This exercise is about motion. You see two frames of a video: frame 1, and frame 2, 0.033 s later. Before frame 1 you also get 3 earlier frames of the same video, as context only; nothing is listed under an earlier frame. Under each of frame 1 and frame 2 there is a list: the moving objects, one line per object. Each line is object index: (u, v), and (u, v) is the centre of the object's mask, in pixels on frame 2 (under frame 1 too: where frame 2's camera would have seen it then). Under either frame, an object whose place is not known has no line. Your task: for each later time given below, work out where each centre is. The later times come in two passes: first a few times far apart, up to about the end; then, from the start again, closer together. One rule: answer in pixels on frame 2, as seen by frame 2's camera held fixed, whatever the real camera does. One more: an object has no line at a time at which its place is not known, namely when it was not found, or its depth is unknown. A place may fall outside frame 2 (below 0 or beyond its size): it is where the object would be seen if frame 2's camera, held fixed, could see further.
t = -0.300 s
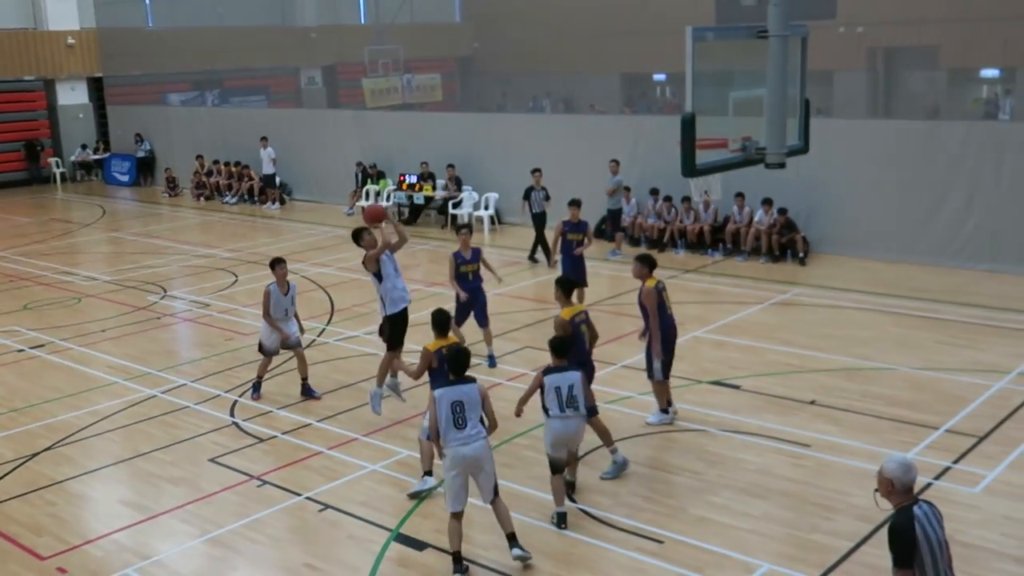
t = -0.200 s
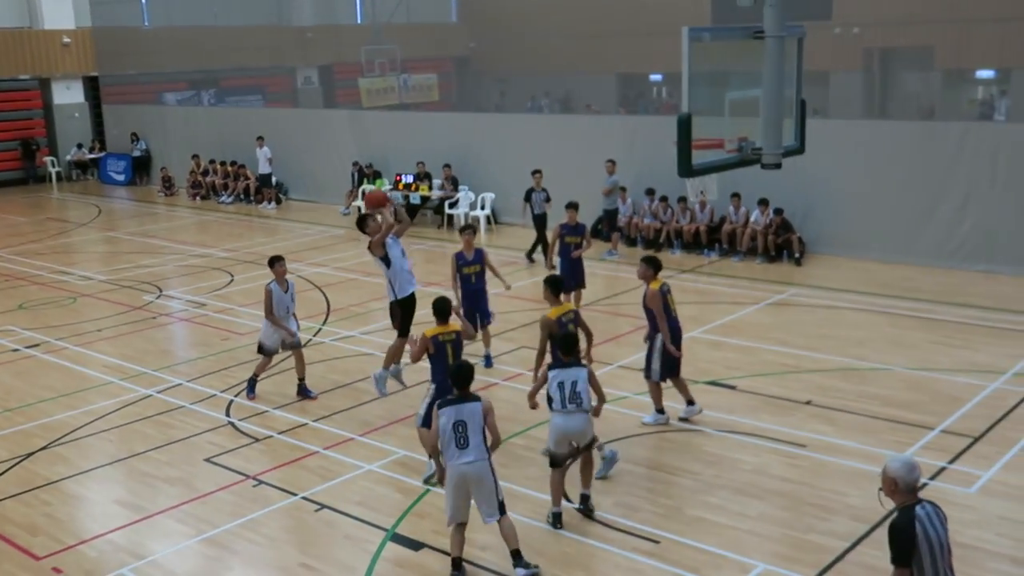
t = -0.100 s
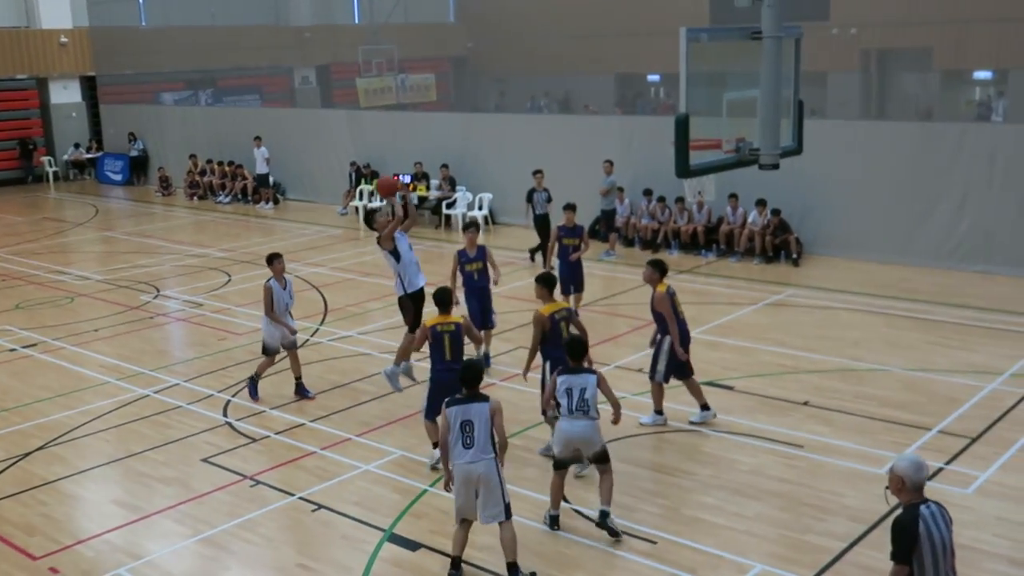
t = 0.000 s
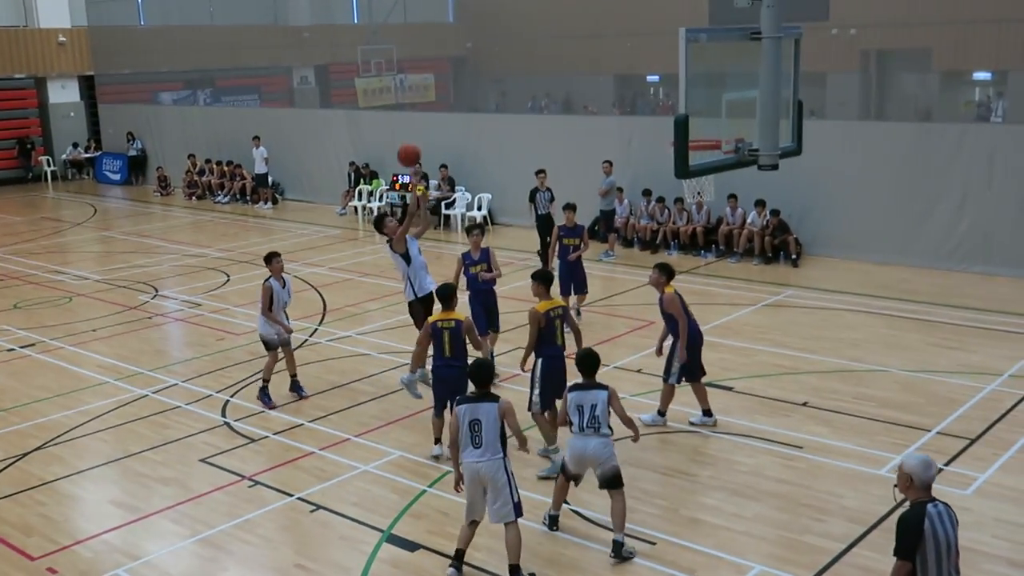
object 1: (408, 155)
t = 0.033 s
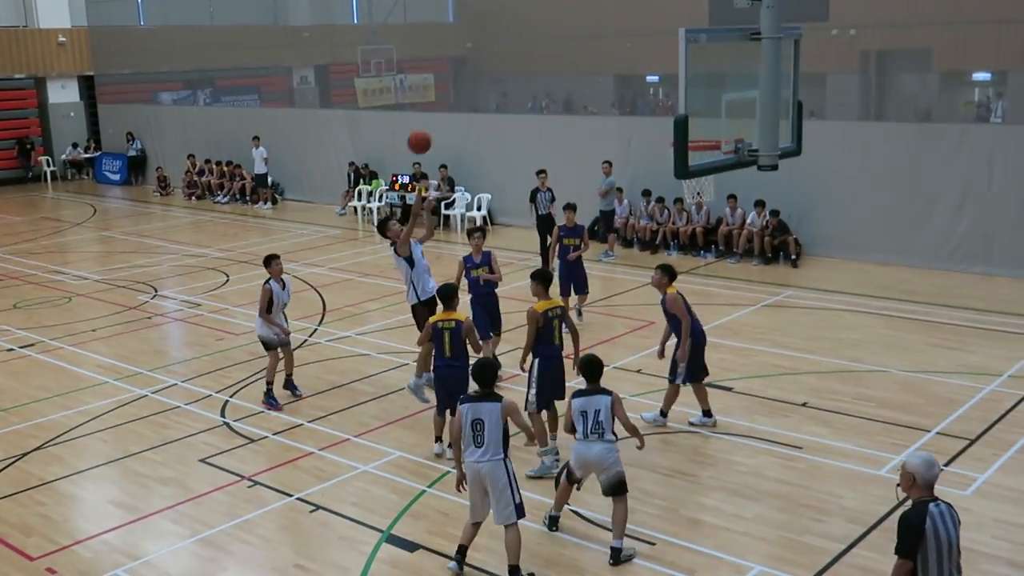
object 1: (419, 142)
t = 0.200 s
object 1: (476, 87)
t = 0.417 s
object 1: (560, 53)
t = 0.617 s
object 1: (644, 65)
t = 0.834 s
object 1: (729, 129)
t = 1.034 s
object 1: (675, 97)
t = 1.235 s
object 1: (631, 112)
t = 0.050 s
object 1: (425, 136)
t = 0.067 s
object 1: (430, 129)
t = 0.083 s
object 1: (436, 124)
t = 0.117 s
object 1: (447, 112)
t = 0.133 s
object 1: (453, 106)
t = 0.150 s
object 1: (458, 101)
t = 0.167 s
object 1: (465, 96)
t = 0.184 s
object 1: (471, 91)
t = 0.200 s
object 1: (476, 87)
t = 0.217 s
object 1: (482, 83)
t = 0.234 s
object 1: (489, 79)
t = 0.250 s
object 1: (495, 75)
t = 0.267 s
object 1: (501, 72)
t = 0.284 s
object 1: (507, 68)
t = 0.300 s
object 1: (513, 66)
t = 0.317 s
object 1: (520, 63)
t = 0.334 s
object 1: (527, 61)
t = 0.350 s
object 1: (533, 59)
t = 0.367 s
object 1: (539, 57)
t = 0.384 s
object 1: (546, 55)
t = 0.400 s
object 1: (553, 53)
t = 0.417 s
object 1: (560, 53)
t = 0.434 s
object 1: (566, 52)
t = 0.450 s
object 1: (573, 52)
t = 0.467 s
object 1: (580, 52)
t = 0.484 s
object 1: (587, 52)
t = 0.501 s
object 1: (594, 53)
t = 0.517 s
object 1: (601, 53)
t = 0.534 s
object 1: (609, 54)
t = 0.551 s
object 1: (616, 56)
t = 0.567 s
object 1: (623, 58)
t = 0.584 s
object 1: (630, 61)
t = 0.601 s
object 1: (637, 63)
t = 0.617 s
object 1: (644, 65)
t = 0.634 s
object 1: (652, 69)
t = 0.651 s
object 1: (660, 73)
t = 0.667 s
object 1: (666, 77)
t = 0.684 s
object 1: (670, 81)
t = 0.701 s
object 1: (679, 86)
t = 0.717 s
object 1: (695, 89)
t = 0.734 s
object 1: (699, 95)
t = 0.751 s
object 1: (706, 101)
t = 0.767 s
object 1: (711, 107)
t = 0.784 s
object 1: (721, 113)
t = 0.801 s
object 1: (730, 120)
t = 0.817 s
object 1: (735, 126)
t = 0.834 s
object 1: (729, 129)
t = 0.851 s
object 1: (725, 124)
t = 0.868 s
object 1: (719, 120)
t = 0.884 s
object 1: (715, 116)
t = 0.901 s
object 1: (709, 113)
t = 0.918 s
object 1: (707, 110)
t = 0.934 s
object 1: (702, 107)
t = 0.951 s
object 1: (698, 104)
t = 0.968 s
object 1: (695, 102)
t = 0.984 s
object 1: (693, 101)
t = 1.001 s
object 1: (686, 99)
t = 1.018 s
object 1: (678, 99)
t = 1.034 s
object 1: (675, 97)
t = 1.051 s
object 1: (669, 97)
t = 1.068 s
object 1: (667, 97)
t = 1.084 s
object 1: (665, 96)
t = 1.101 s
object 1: (660, 97)
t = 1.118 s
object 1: (657, 98)
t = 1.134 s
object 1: (653, 99)
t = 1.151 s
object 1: (649, 100)
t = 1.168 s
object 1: (646, 102)
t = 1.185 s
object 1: (642, 104)
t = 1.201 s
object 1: (638, 107)
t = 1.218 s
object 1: (635, 109)
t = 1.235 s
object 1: (631, 112)
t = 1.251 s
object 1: (627, 115)
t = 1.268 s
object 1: (624, 119)
